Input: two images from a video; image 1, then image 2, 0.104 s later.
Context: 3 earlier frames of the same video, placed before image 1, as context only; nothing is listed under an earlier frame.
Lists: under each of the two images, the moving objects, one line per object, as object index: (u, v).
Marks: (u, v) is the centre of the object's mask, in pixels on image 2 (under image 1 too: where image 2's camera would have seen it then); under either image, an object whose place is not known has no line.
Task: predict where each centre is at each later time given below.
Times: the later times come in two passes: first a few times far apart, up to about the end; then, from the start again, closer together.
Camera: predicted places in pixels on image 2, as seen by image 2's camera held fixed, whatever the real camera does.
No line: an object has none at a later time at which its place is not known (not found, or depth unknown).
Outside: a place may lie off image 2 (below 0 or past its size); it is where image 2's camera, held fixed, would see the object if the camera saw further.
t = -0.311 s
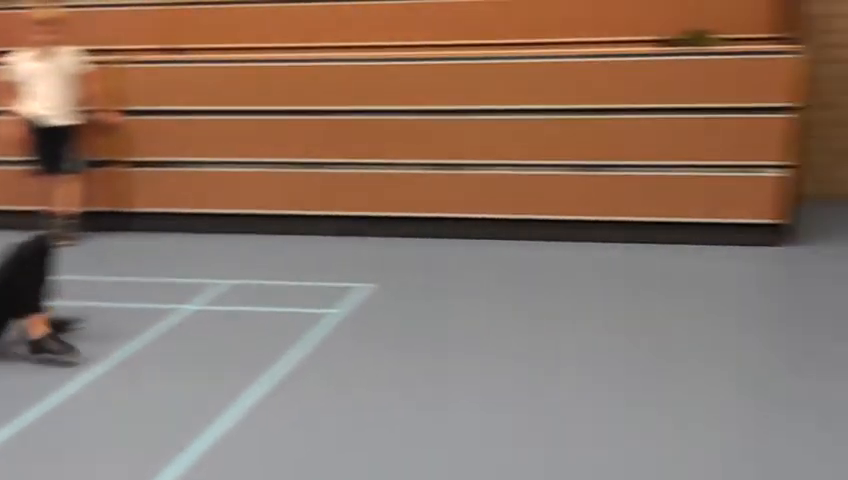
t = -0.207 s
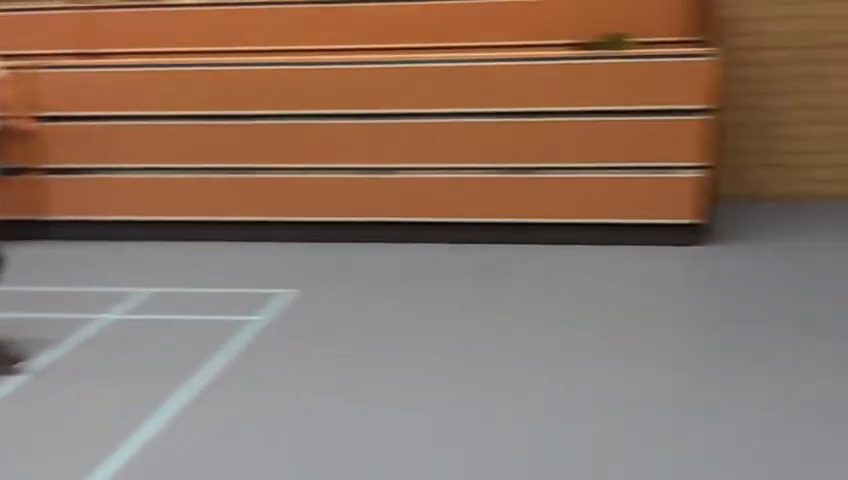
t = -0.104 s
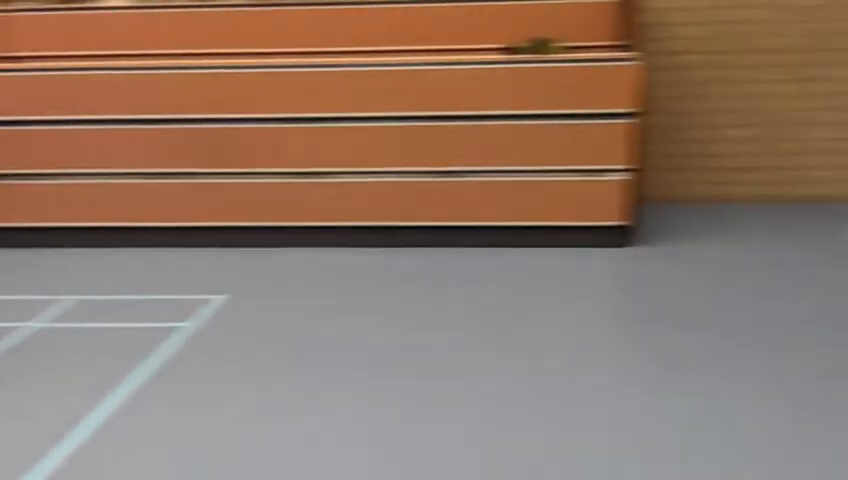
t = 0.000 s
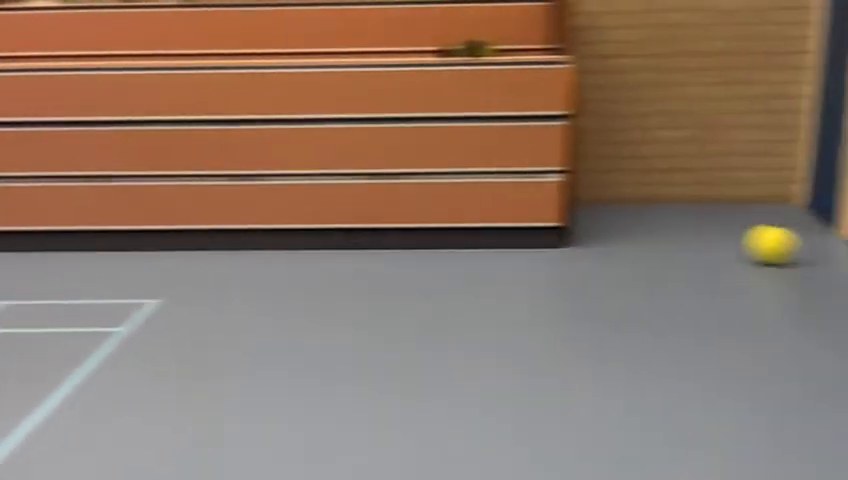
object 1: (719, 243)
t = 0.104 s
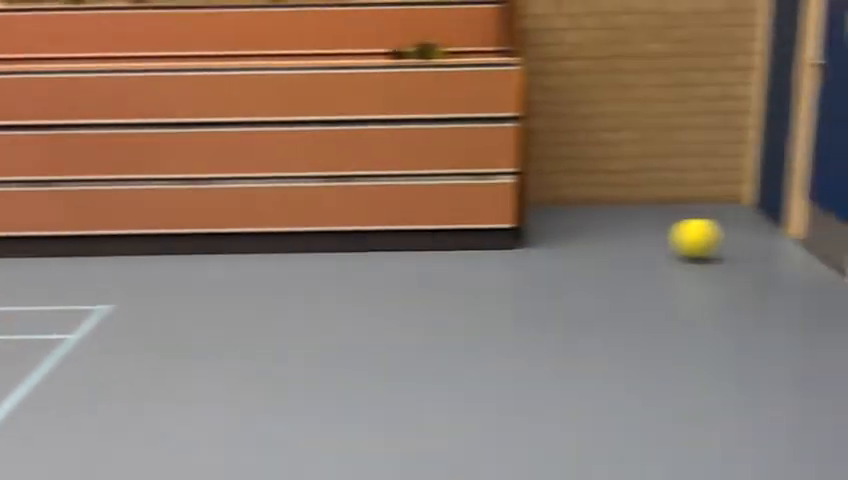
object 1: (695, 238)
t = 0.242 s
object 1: (666, 240)
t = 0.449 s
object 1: (629, 241)
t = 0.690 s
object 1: (596, 239)
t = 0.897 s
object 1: (570, 237)
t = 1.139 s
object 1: (549, 236)
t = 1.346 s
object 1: (542, 238)
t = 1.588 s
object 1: (537, 242)
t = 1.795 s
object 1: (536, 243)
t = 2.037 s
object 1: (535, 246)
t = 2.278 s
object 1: (537, 248)
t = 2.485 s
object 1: (539, 250)
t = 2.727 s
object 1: (543, 252)
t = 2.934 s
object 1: (550, 253)
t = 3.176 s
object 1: (556, 254)
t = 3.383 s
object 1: (560, 254)
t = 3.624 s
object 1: (566, 254)
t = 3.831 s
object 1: (570, 253)
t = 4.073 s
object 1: (573, 252)
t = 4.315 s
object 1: (577, 251)
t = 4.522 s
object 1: (577, 250)
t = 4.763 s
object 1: (575, 250)
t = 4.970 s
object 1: (572, 251)
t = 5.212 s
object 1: (572, 251)
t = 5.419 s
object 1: (570, 252)
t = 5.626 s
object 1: (571, 252)
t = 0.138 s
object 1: (686, 240)
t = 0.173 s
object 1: (679, 242)
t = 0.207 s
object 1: (672, 241)
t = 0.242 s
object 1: (666, 240)
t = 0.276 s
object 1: (659, 240)
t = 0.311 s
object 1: (653, 241)
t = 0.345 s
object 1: (647, 241)
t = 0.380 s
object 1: (641, 240)
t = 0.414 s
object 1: (635, 240)
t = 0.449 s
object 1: (629, 241)
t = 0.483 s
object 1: (623, 240)
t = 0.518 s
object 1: (618, 240)
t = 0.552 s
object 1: (614, 240)
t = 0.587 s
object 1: (610, 240)
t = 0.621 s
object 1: (605, 240)
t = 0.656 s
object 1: (601, 239)
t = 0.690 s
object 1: (596, 239)
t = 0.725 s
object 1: (593, 239)
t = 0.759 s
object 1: (589, 238)
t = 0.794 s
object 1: (584, 238)
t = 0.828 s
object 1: (580, 237)
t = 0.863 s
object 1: (575, 237)
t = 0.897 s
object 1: (570, 237)
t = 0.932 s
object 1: (566, 236)
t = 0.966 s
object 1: (561, 236)
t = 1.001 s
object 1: (556, 235)
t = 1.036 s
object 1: (552, 235)
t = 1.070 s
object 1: (551, 235)
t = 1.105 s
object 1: (551, 235)
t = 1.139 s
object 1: (549, 236)
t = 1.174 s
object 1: (548, 236)
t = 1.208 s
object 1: (546, 237)
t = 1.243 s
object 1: (545, 238)
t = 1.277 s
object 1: (544, 238)
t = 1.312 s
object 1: (542, 238)
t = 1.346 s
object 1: (542, 238)
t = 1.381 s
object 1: (541, 239)
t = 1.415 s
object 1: (540, 240)
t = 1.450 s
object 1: (539, 240)
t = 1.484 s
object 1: (539, 241)
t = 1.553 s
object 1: (538, 241)
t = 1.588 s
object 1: (537, 242)
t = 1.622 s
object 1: (536, 242)
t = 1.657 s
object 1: (537, 243)
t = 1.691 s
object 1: (537, 243)
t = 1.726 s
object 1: (536, 243)
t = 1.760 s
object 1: (536, 243)
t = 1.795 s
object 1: (536, 243)
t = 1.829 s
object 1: (536, 244)
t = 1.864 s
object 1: (536, 244)
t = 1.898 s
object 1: (535, 244)
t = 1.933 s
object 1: (535, 245)
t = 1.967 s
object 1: (536, 246)
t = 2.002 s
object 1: (536, 246)
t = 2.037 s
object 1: (535, 246)
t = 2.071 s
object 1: (535, 246)
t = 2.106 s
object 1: (536, 247)
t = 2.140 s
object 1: (536, 247)
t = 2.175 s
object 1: (537, 247)
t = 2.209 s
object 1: (537, 247)
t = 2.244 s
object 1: (537, 247)
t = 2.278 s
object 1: (537, 248)
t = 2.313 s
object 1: (538, 248)
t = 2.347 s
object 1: (538, 249)
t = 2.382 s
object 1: (539, 249)
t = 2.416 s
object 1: (540, 249)
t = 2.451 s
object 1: (539, 249)
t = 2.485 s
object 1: (539, 250)
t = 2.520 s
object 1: (540, 250)
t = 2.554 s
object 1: (541, 251)
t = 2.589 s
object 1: (541, 251)
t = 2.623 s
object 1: (542, 251)
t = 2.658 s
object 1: (542, 251)
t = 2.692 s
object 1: (543, 251)
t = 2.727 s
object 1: (543, 252)
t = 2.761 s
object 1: (544, 252)
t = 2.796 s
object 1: (545, 252)
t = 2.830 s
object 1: (547, 253)
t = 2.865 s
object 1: (548, 253)
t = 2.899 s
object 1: (549, 253)
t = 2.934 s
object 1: (550, 253)
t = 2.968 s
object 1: (551, 253)
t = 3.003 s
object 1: (552, 254)
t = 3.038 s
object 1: (553, 254)
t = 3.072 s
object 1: (554, 254)
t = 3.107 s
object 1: (554, 254)
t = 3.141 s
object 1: (555, 254)
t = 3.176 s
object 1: (556, 254)
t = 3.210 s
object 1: (556, 254)
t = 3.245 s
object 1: (557, 254)
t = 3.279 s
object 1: (558, 253)
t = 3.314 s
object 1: (558, 254)
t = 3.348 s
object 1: (559, 254)
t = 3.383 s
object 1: (560, 254)
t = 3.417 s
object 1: (560, 254)
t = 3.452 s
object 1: (561, 255)
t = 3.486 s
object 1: (562, 255)
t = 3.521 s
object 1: (562, 255)
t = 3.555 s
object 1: (564, 254)
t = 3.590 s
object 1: (565, 254)
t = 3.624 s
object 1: (566, 254)
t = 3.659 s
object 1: (567, 254)
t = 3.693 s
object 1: (566, 254)
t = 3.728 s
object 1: (567, 254)
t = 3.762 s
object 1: (568, 254)
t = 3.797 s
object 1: (569, 253)
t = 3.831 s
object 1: (570, 253)
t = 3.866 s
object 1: (570, 253)
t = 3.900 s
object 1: (570, 253)
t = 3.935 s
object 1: (571, 253)
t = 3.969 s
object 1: (572, 252)
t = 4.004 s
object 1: (572, 252)
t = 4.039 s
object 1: (573, 252)
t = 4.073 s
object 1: (573, 252)
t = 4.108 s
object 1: (574, 252)
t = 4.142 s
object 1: (575, 252)
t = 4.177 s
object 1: (575, 252)
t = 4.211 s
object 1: (576, 251)
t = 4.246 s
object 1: (576, 252)
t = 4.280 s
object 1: (577, 251)
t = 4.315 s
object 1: (577, 251)
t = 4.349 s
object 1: (577, 251)
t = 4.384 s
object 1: (577, 251)
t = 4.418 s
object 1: (577, 251)
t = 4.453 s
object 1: (577, 251)
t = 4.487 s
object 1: (577, 251)
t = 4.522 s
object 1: (577, 250)
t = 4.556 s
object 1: (577, 250)
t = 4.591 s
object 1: (577, 250)
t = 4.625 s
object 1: (577, 250)
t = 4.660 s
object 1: (577, 250)
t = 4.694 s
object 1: (576, 250)
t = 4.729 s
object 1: (576, 250)
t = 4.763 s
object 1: (575, 250)
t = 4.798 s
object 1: (575, 250)
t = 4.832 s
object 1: (575, 251)
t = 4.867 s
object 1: (574, 251)
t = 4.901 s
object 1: (573, 251)
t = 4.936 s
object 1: (573, 251)
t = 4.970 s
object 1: (572, 251)
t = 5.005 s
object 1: (572, 251)
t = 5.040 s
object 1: (572, 251)
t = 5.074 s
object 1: (572, 251)
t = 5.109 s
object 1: (572, 252)
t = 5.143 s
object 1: (572, 252)
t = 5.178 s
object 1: (572, 251)
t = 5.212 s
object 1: (572, 251)
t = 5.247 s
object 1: (571, 252)
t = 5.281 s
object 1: (571, 252)
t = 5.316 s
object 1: (571, 252)
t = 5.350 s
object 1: (570, 252)
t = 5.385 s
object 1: (571, 252)
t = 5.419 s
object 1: (570, 252)
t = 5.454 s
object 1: (570, 252)
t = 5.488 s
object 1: (571, 252)
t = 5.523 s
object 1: (571, 252)
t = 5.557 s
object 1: (570, 252)
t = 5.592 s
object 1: (571, 252)
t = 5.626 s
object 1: (571, 252)
